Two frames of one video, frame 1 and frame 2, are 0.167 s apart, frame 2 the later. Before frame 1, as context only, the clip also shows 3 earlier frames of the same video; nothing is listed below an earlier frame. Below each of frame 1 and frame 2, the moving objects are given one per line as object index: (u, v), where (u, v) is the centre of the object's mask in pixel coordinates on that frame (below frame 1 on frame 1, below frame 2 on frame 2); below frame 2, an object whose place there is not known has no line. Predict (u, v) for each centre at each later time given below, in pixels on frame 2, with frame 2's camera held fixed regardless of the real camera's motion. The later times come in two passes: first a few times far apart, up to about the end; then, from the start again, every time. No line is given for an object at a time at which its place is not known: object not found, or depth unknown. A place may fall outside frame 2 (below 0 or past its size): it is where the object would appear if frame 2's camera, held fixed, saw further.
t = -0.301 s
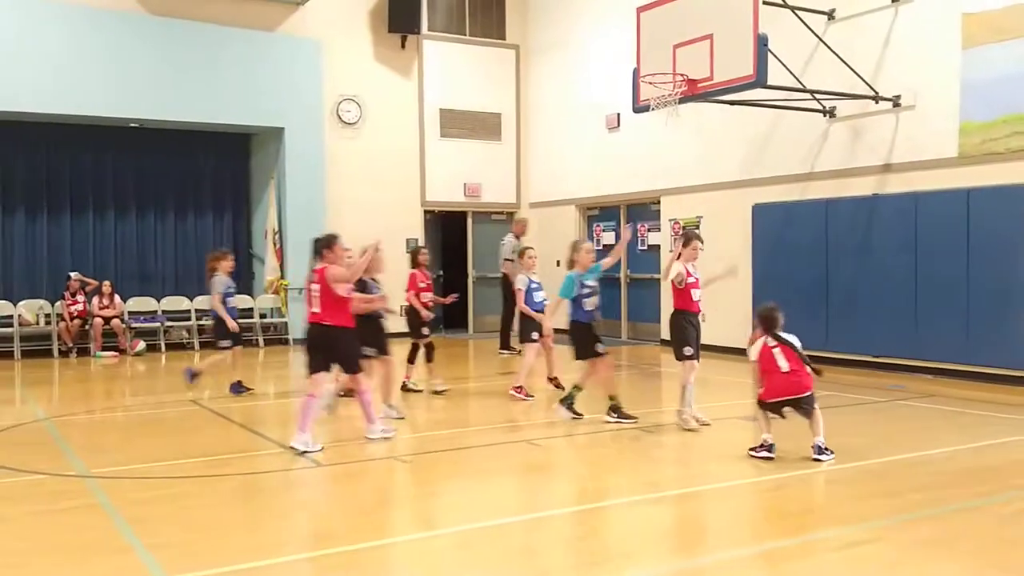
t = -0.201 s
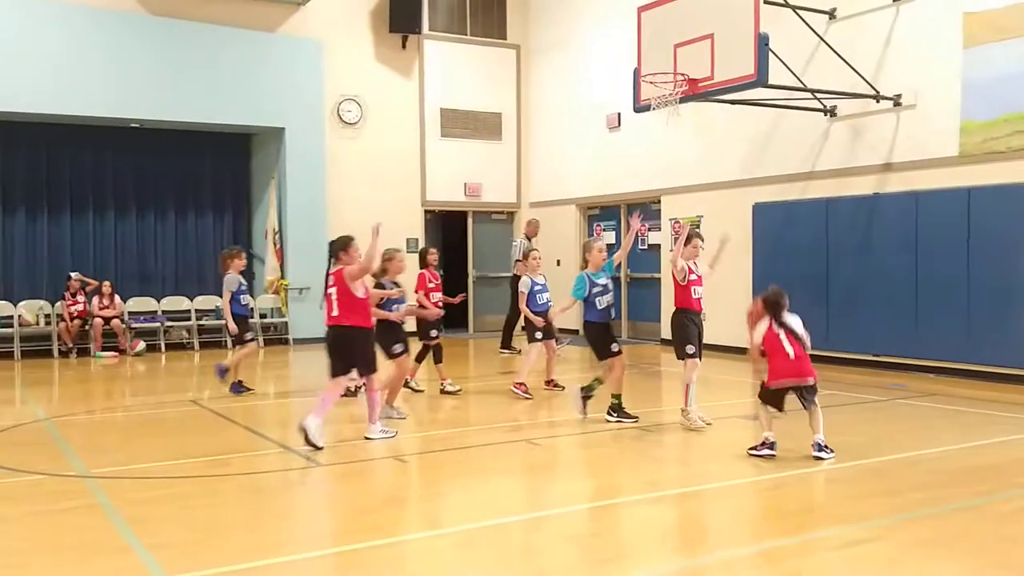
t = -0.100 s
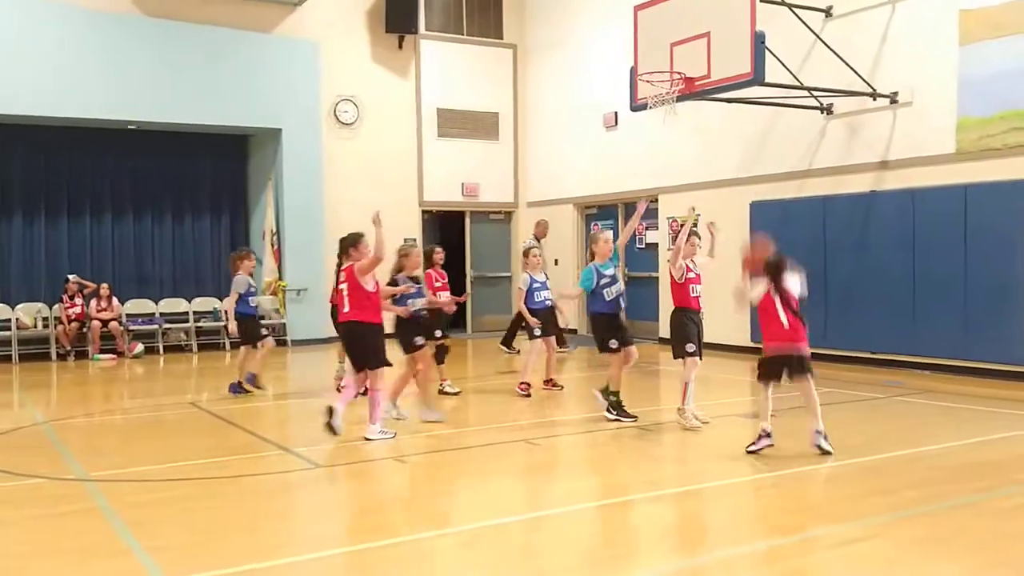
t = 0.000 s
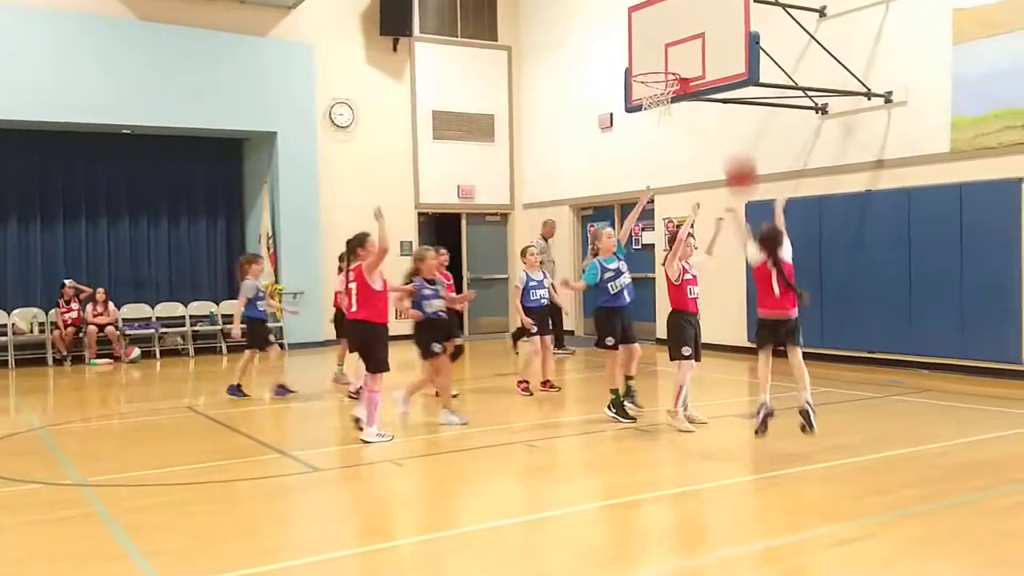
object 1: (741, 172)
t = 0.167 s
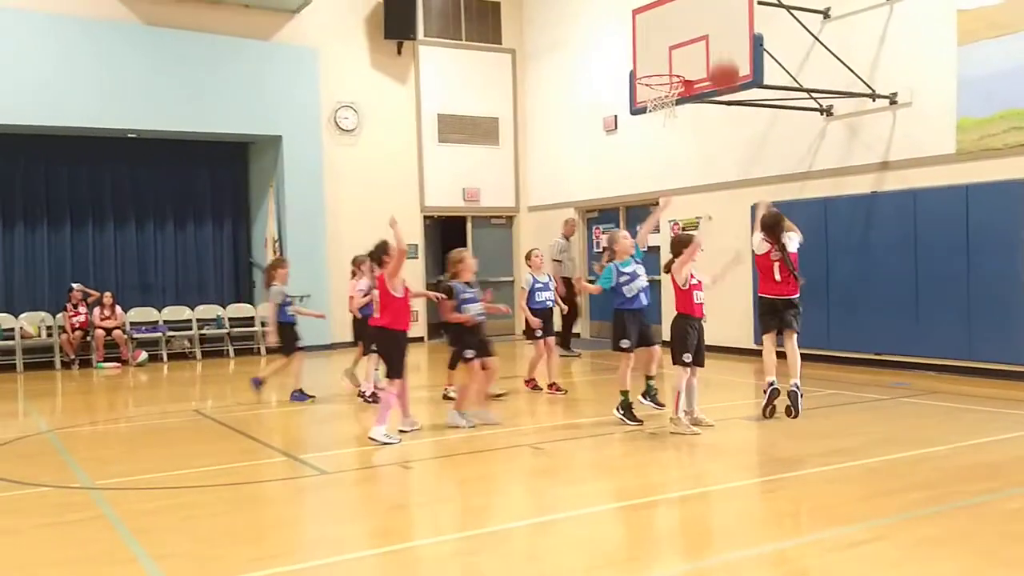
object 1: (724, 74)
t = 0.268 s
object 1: (713, 38)
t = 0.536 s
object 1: (692, 11)
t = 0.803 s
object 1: (676, 57)
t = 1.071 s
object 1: (643, 108)
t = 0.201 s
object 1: (721, 61)
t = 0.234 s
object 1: (717, 49)
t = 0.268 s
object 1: (713, 38)
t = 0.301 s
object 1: (710, 29)
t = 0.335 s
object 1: (707, 22)
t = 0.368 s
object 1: (704, 17)
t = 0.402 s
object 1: (701, 13)
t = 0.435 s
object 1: (699, 10)
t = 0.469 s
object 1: (697, 9)
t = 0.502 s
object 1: (694, 10)
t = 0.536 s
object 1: (692, 11)
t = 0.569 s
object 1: (690, 12)
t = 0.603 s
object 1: (687, 14)
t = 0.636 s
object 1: (685, 19)
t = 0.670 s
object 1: (683, 25)
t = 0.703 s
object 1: (681, 30)
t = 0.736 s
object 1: (680, 38)
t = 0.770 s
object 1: (677, 47)
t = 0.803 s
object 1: (676, 57)
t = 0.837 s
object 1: (675, 66)
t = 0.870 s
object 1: (672, 77)
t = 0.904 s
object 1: (667, 85)
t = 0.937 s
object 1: (662, 87)
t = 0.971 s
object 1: (656, 94)
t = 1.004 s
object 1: (650, 100)
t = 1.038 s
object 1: (646, 103)
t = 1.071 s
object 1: (643, 108)
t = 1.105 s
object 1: (639, 113)
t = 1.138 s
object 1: (636, 119)
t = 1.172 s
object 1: (632, 128)
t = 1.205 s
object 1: (629, 137)
